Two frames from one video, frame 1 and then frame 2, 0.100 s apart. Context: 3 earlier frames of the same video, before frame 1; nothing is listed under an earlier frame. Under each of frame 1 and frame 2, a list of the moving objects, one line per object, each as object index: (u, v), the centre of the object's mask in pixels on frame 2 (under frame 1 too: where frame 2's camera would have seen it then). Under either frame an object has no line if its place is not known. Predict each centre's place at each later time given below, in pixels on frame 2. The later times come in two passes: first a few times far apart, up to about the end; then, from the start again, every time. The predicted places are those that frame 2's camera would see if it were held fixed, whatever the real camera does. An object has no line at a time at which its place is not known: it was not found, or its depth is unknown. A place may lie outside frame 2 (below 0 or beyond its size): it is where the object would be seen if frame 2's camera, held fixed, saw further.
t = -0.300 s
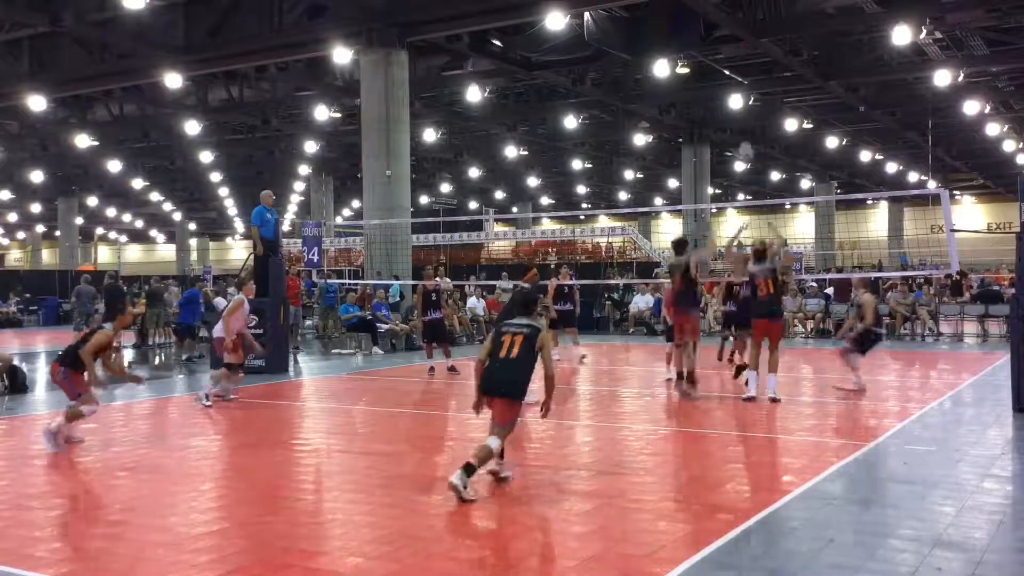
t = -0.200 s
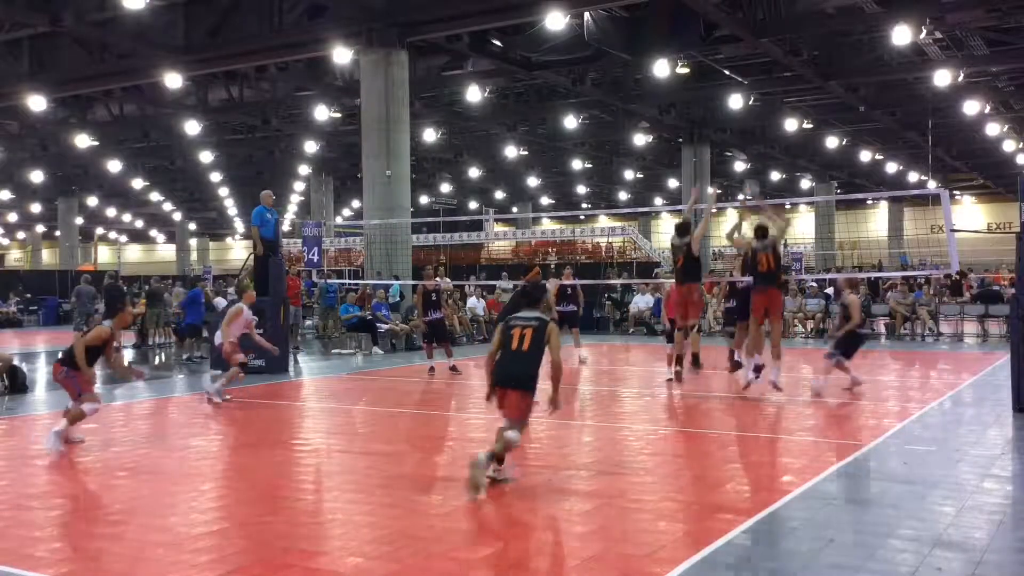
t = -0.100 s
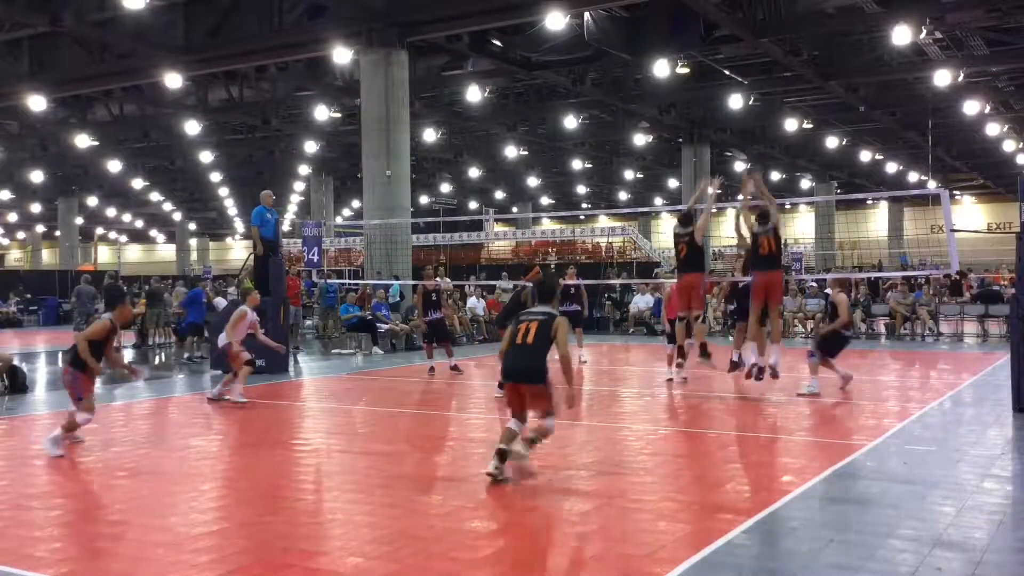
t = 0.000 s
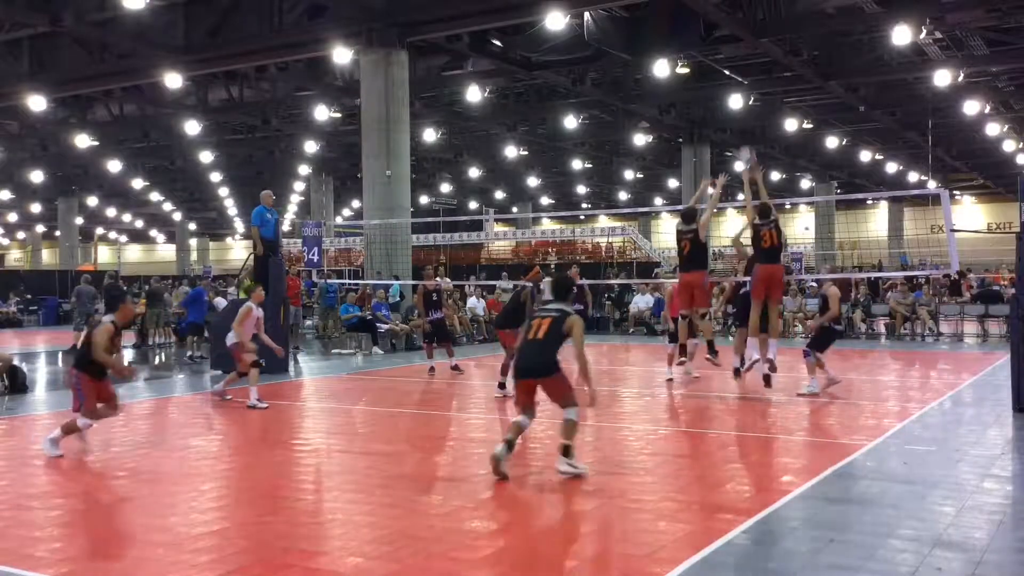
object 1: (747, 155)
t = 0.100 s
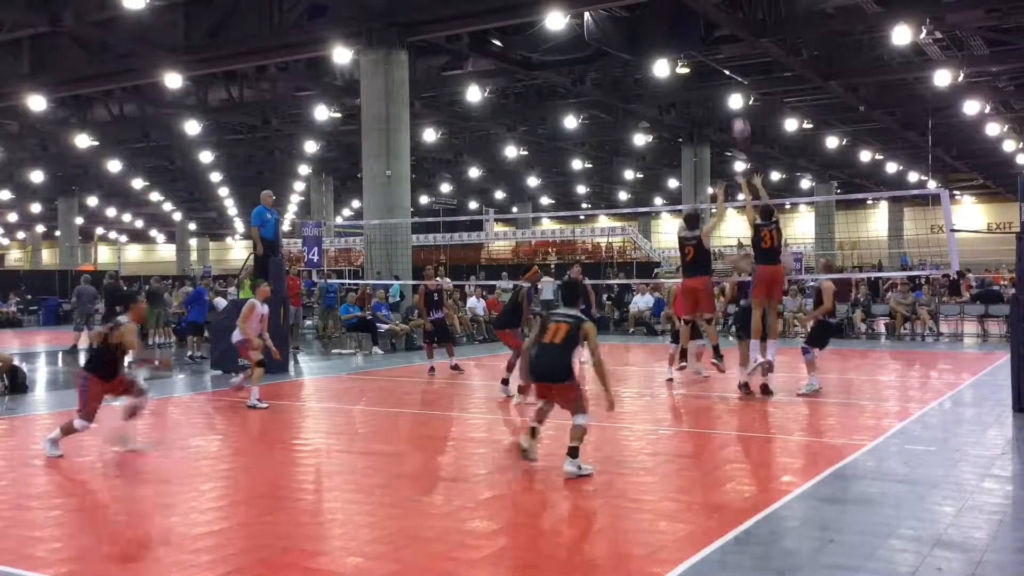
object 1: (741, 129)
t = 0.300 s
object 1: (726, 90)
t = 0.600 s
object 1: (702, 108)
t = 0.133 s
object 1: (739, 120)
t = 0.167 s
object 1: (737, 116)
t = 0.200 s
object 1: (733, 108)
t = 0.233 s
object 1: (730, 100)
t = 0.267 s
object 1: (729, 95)
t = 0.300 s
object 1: (726, 90)
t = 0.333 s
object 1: (723, 90)
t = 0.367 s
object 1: (721, 87)
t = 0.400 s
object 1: (718, 87)
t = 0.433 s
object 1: (716, 88)
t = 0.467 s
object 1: (713, 89)
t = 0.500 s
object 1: (709, 93)
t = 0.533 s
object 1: (708, 96)
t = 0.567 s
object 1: (705, 101)
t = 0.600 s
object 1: (702, 108)
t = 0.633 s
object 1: (699, 116)
